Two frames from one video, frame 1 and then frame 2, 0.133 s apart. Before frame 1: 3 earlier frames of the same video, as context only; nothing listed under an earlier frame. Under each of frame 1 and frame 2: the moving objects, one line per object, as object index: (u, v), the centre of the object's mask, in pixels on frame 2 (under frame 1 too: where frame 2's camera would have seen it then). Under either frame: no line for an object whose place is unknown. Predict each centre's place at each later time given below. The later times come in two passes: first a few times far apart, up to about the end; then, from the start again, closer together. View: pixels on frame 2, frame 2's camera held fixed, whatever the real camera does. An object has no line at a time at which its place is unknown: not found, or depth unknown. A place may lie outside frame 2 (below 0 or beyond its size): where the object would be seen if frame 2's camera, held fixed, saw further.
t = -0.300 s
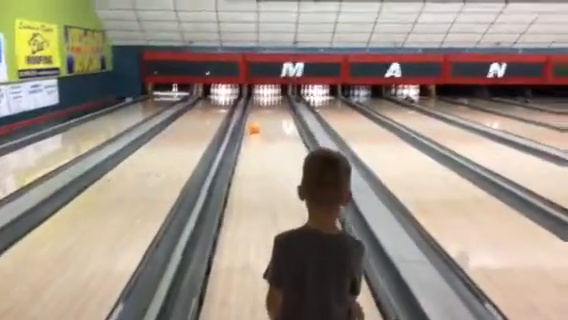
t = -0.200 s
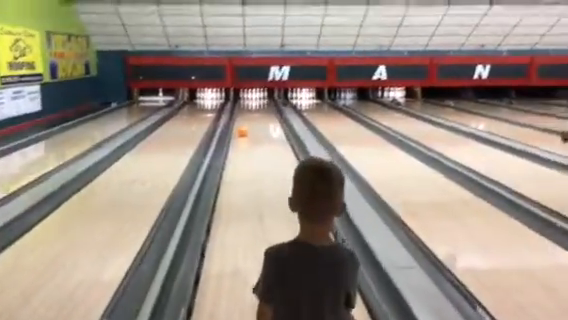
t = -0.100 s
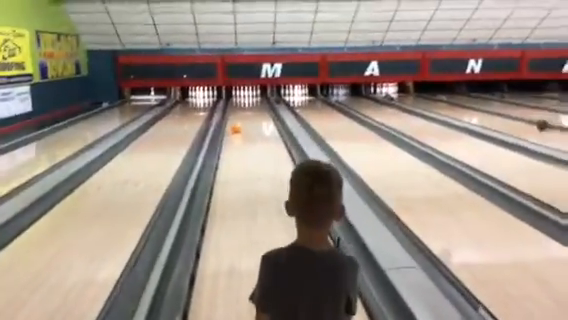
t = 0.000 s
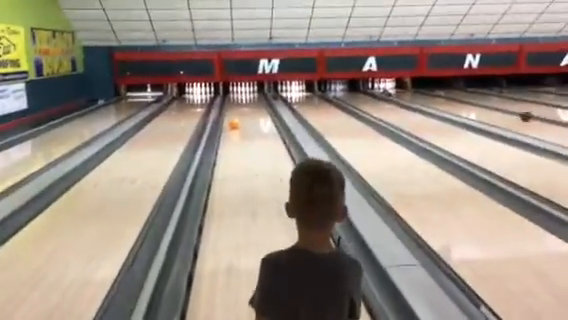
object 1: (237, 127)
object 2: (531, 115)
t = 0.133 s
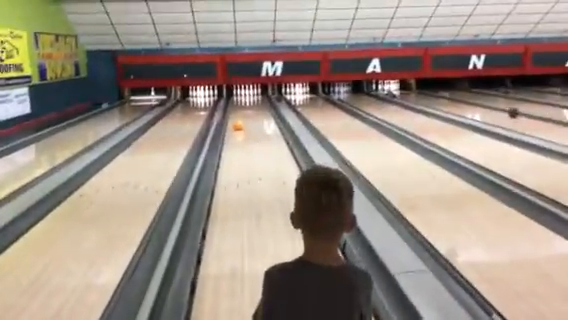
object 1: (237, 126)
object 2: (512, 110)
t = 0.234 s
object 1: (237, 124)
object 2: (502, 109)
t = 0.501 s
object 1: (238, 121)
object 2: (475, 102)
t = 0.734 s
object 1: (238, 120)
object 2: (454, 101)
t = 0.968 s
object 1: (239, 118)
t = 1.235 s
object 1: (239, 117)
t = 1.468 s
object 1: (239, 115)
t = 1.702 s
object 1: (240, 114)
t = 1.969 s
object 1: (238, 112)
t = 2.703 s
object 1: (240, 108)
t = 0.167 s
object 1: (237, 126)
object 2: (509, 110)
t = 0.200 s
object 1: (237, 124)
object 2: (505, 110)
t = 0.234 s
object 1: (237, 124)
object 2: (502, 109)
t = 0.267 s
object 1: (237, 124)
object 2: (498, 108)
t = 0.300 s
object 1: (237, 123)
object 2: (494, 108)
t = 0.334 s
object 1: (237, 123)
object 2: (491, 107)
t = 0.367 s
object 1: (238, 123)
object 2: (488, 105)
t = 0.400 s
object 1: (238, 122)
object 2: (484, 106)
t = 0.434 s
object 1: (238, 122)
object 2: (480, 105)
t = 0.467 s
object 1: (238, 121)
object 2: (474, 103)
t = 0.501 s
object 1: (238, 121)
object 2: (475, 102)
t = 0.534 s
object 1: (238, 121)
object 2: (471, 103)
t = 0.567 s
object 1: (238, 121)
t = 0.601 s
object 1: (238, 121)
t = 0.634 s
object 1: (238, 120)
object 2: (462, 102)
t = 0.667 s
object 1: (237, 120)
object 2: (459, 101)
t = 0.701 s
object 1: (238, 120)
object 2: (458, 101)
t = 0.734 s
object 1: (238, 120)
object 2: (454, 101)
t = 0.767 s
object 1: (238, 120)
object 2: (454, 101)
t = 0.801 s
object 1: (238, 120)
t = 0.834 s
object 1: (238, 119)
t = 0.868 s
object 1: (238, 119)
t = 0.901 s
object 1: (239, 119)
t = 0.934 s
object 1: (238, 118)
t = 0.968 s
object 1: (239, 118)
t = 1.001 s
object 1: (239, 118)
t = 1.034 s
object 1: (239, 118)
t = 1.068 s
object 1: (239, 118)
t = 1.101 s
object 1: (239, 117)
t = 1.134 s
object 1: (239, 117)
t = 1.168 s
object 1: (239, 117)
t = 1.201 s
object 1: (239, 117)
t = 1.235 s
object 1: (239, 117)
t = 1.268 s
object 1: (239, 116)
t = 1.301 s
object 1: (239, 116)
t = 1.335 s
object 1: (239, 115)
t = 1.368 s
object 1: (239, 115)
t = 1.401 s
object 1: (239, 115)
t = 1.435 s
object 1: (239, 115)
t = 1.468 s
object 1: (239, 115)
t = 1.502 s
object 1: (239, 115)
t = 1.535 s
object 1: (239, 115)
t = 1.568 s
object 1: (239, 115)
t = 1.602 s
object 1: (239, 114)
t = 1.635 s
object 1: (239, 114)
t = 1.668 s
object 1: (239, 115)
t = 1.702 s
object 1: (240, 114)
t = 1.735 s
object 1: (240, 113)
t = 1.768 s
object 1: (239, 113)
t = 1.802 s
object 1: (240, 113)
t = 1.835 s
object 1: (239, 113)
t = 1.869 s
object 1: (239, 113)
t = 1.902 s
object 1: (239, 112)
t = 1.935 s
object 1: (239, 113)
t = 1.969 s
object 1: (238, 112)
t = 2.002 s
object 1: (239, 112)
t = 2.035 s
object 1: (239, 112)
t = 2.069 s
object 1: (239, 111)
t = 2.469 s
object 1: (239, 109)
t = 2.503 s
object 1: (238, 109)
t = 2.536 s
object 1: (239, 109)
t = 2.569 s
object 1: (239, 109)
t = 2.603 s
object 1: (239, 109)
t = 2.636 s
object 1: (239, 109)
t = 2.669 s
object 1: (239, 108)
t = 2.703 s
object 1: (240, 108)
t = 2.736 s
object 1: (239, 108)
